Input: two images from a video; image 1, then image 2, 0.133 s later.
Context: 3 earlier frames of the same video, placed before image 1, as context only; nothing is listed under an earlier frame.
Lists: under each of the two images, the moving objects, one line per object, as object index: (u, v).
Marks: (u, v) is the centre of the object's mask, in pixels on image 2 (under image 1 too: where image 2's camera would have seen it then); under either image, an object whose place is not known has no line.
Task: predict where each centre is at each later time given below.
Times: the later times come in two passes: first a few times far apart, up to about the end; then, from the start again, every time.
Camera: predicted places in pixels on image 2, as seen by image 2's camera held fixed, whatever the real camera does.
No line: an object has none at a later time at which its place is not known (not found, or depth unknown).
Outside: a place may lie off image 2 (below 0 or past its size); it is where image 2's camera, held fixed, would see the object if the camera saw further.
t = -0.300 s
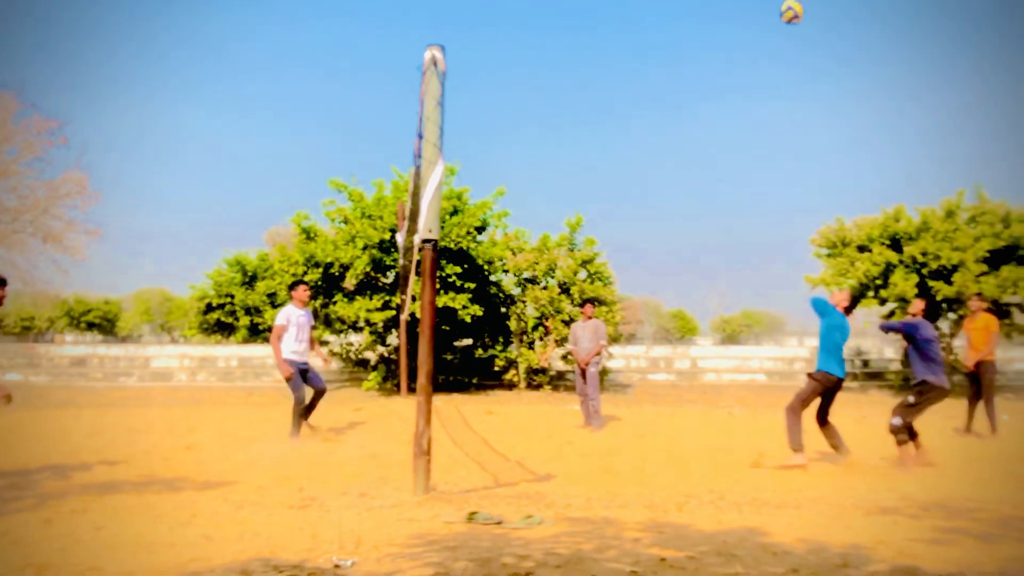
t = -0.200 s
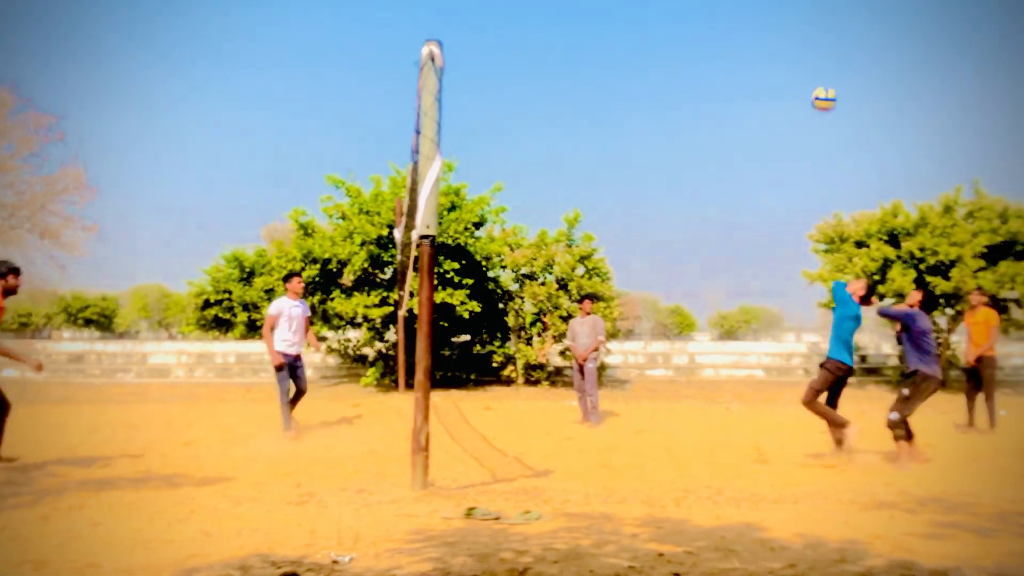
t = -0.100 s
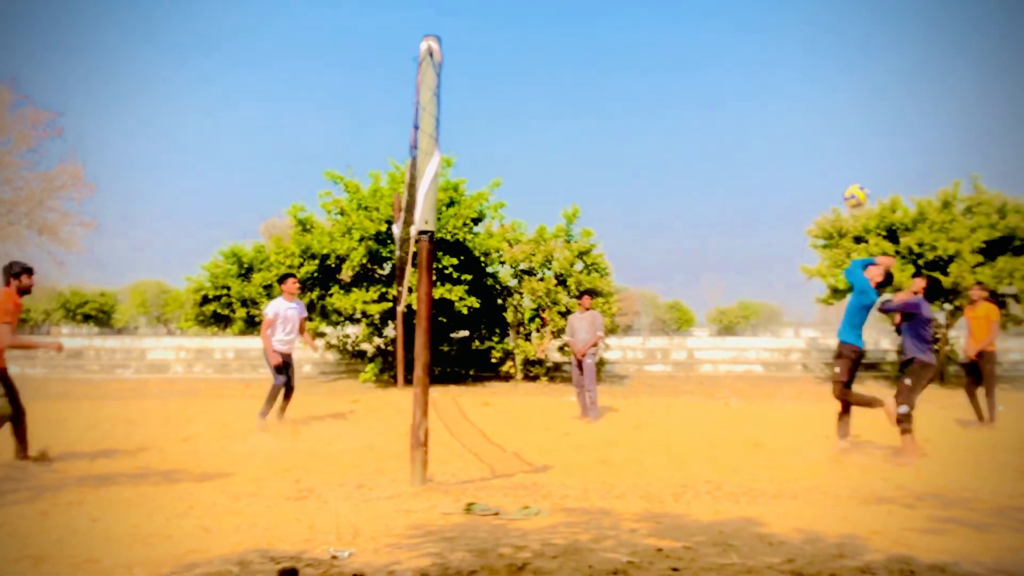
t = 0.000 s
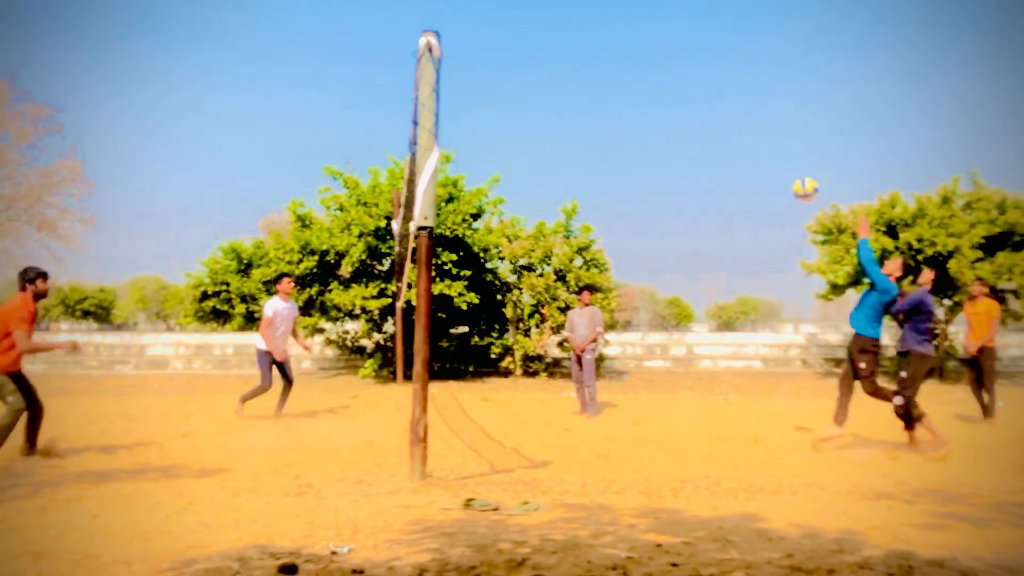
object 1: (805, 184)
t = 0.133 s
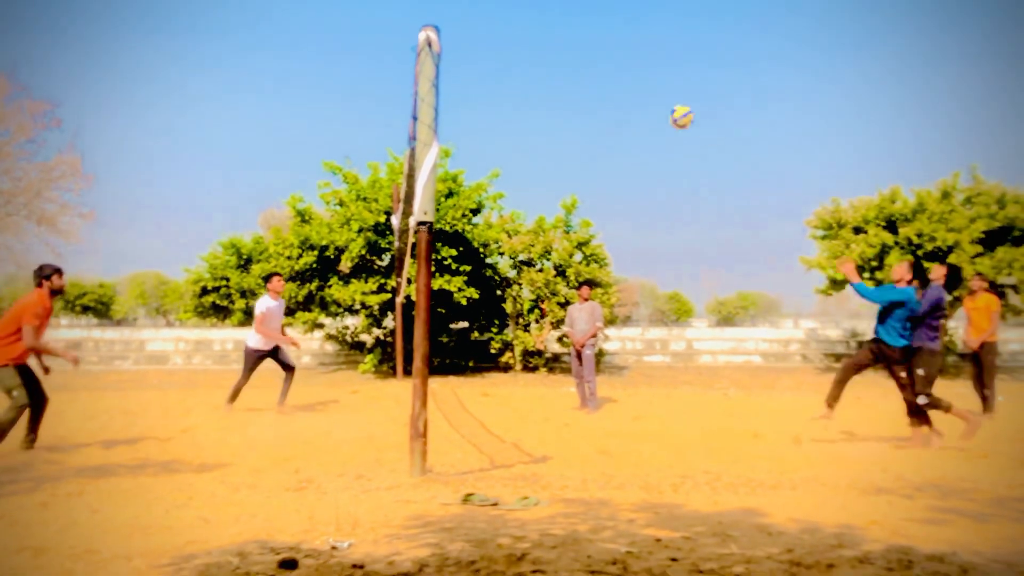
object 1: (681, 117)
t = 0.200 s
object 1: (620, 92)
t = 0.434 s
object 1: (412, 45)
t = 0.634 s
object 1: (249, 59)
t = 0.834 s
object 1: (91, 117)
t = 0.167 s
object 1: (651, 104)
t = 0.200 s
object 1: (620, 92)
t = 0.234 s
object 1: (590, 82)
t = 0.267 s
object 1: (561, 72)
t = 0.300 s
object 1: (532, 64)
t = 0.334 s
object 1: (502, 59)
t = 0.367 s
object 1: (473, 53)
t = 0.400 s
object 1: (446, 50)
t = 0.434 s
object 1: (412, 45)
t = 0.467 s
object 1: (387, 46)
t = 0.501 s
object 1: (359, 46)
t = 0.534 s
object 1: (331, 47)
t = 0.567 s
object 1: (303, 51)
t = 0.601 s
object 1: (276, 54)
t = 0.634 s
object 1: (249, 59)
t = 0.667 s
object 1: (222, 66)
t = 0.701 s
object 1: (195, 74)
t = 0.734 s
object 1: (170, 83)
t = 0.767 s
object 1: (143, 93)
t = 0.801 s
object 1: (117, 104)
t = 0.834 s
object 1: (91, 117)
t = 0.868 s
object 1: (65, 131)
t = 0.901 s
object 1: (40, 146)
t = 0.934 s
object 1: (15, 161)
